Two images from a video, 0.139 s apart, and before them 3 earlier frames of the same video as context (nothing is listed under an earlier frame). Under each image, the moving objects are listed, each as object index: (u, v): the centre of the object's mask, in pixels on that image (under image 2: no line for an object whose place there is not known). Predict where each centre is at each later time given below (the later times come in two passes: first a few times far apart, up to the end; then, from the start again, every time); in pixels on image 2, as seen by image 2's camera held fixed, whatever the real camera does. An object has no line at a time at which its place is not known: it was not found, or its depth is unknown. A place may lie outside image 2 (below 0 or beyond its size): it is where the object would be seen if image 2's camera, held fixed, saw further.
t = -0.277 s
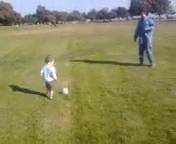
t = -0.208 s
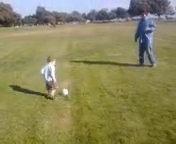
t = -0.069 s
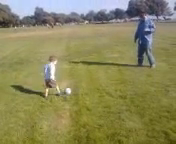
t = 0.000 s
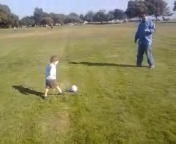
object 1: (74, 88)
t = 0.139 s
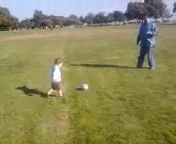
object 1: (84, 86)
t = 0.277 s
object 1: (92, 84)
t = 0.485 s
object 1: (101, 82)
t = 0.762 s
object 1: (110, 79)
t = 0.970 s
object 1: (115, 78)
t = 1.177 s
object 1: (118, 77)
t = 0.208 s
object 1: (88, 85)
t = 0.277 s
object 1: (92, 84)
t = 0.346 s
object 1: (95, 83)
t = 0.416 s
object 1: (98, 82)
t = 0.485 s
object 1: (101, 82)
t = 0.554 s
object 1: (103, 80)
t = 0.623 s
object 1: (106, 80)
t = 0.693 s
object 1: (108, 79)
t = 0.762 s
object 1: (110, 79)
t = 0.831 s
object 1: (112, 78)
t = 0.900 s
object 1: (113, 78)
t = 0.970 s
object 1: (115, 78)
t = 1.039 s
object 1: (116, 77)
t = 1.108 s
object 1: (117, 77)
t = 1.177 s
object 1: (118, 77)
